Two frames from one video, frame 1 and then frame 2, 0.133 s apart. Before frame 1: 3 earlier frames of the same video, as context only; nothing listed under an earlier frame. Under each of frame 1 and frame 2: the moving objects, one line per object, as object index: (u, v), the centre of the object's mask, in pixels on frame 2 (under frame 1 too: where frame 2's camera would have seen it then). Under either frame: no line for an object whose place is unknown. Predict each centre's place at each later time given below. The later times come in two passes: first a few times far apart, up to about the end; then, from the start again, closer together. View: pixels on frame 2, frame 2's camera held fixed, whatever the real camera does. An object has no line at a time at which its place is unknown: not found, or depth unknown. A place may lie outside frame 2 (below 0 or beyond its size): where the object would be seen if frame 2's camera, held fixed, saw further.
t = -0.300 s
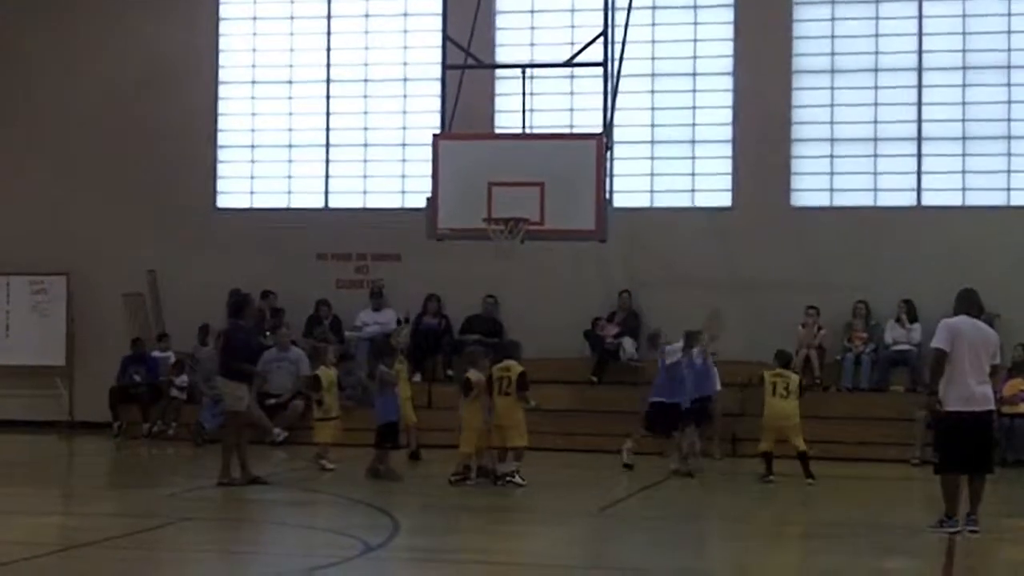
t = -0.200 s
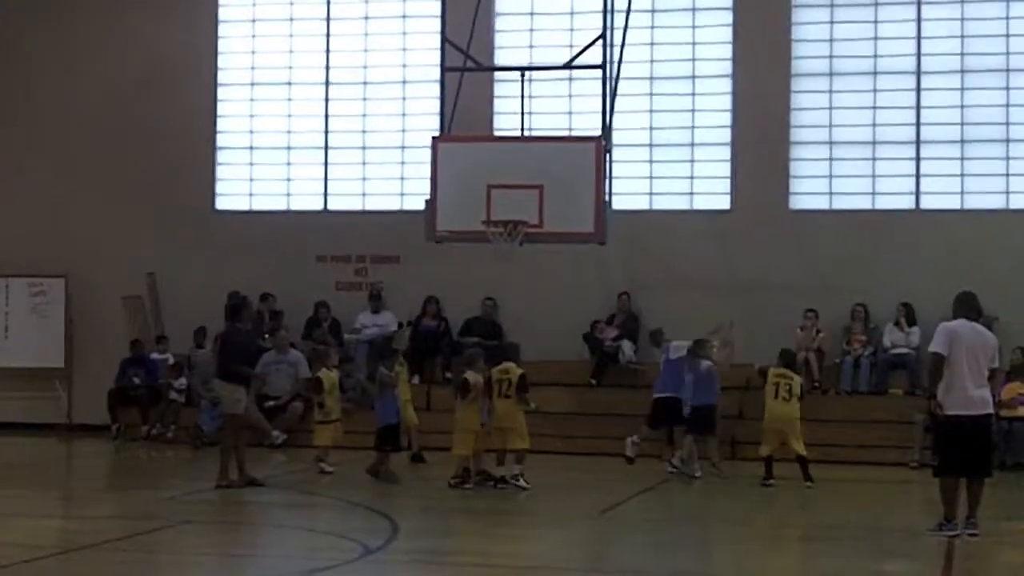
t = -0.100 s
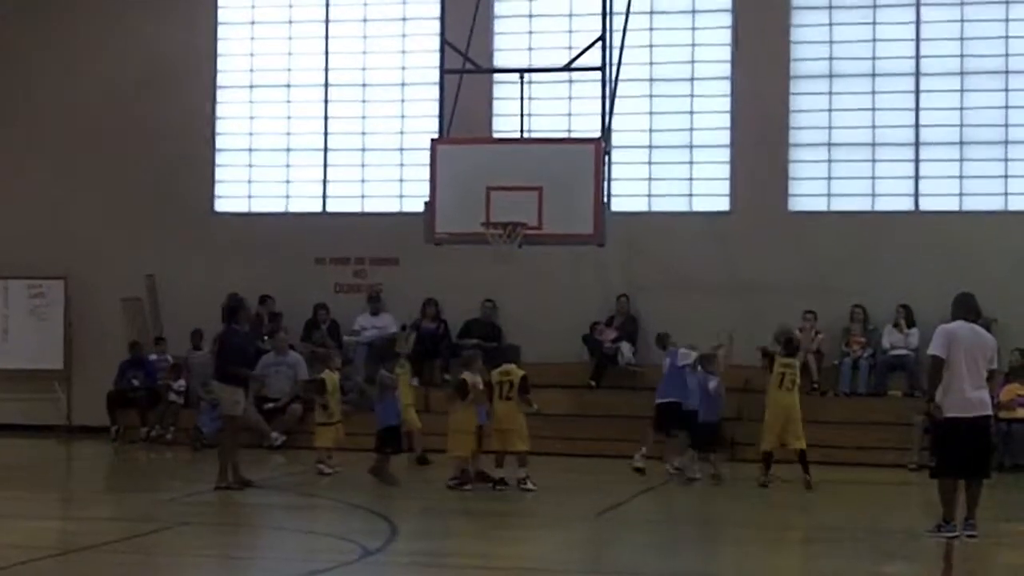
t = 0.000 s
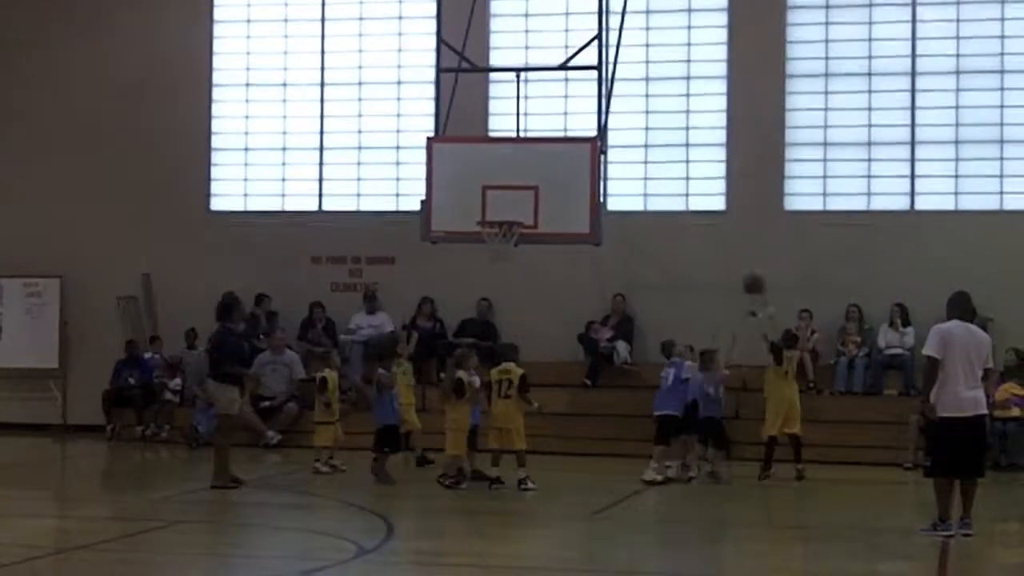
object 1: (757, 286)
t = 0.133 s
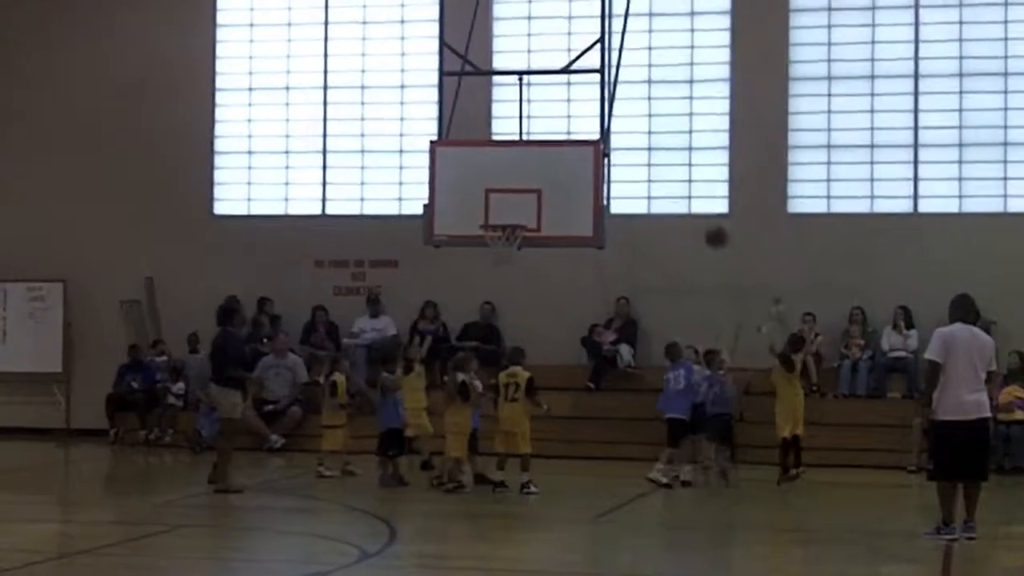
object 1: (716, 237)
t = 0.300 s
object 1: (659, 188)
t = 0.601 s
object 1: (562, 173)
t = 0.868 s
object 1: (502, 223)
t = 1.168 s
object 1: (488, 239)
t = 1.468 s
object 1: (507, 270)
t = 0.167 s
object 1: (704, 224)
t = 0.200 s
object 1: (693, 213)
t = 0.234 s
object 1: (681, 203)
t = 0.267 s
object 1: (670, 195)
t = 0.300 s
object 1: (659, 188)
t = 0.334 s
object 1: (648, 181)
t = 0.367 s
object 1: (637, 176)
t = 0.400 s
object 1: (627, 172)
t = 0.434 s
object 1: (616, 170)
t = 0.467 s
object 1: (605, 167)
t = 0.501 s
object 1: (594, 168)
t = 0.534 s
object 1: (584, 168)
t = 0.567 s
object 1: (573, 170)
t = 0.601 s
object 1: (562, 173)
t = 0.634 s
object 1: (552, 176)
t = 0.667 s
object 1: (542, 181)
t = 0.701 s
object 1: (532, 187)
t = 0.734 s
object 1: (522, 194)
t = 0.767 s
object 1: (512, 201)
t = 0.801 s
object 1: (502, 210)
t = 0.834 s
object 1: (492, 222)
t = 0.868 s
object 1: (502, 223)
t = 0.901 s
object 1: (513, 226)
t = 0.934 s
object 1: (513, 227)
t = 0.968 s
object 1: (503, 237)
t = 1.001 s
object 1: (499, 237)
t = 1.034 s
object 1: (493, 238)
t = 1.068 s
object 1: (487, 241)
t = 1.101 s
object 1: (487, 240)
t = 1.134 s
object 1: (488, 240)
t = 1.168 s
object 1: (488, 239)
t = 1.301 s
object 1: (491, 247)
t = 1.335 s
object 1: (493, 250)
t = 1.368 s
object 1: (497, 258)
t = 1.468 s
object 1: (507, 270)
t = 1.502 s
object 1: (510, 278)
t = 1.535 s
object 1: (514, 286)
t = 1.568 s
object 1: (517, 295)
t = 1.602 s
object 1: (521, 306)
